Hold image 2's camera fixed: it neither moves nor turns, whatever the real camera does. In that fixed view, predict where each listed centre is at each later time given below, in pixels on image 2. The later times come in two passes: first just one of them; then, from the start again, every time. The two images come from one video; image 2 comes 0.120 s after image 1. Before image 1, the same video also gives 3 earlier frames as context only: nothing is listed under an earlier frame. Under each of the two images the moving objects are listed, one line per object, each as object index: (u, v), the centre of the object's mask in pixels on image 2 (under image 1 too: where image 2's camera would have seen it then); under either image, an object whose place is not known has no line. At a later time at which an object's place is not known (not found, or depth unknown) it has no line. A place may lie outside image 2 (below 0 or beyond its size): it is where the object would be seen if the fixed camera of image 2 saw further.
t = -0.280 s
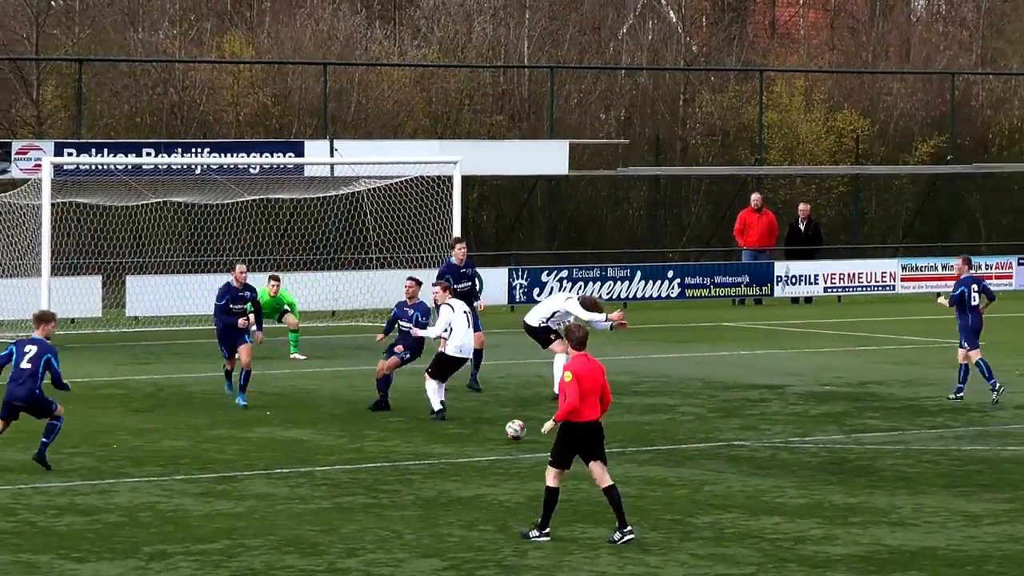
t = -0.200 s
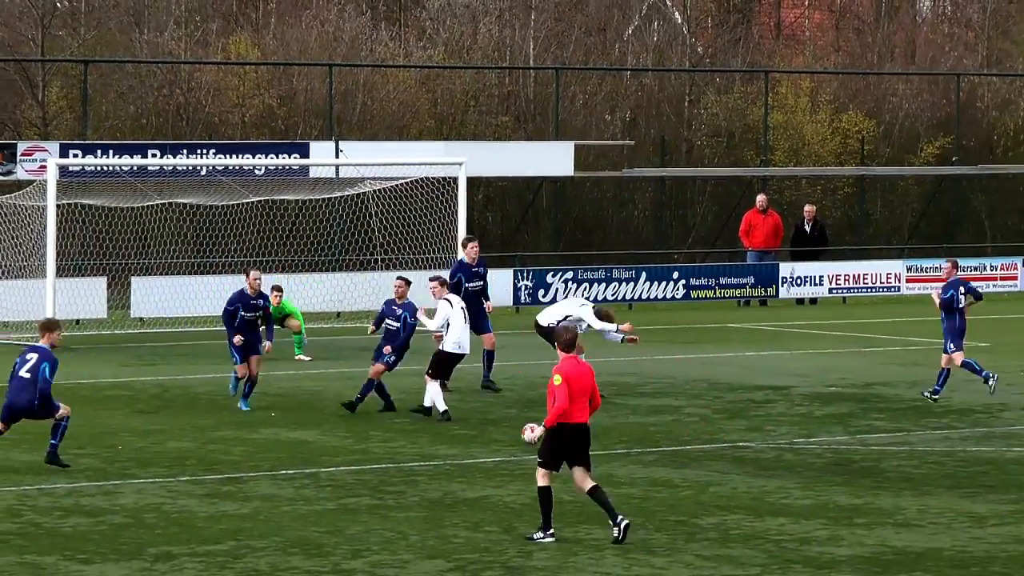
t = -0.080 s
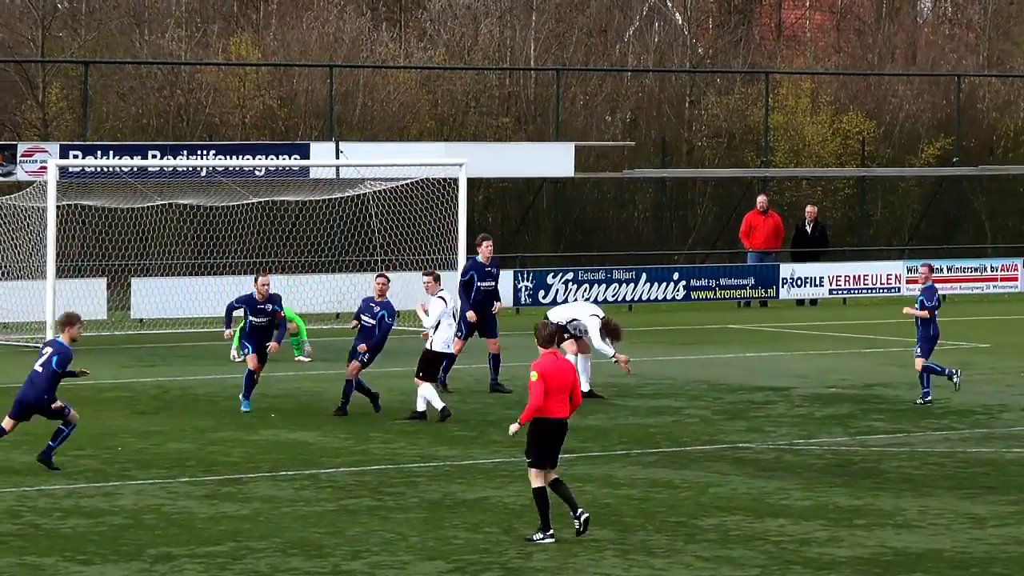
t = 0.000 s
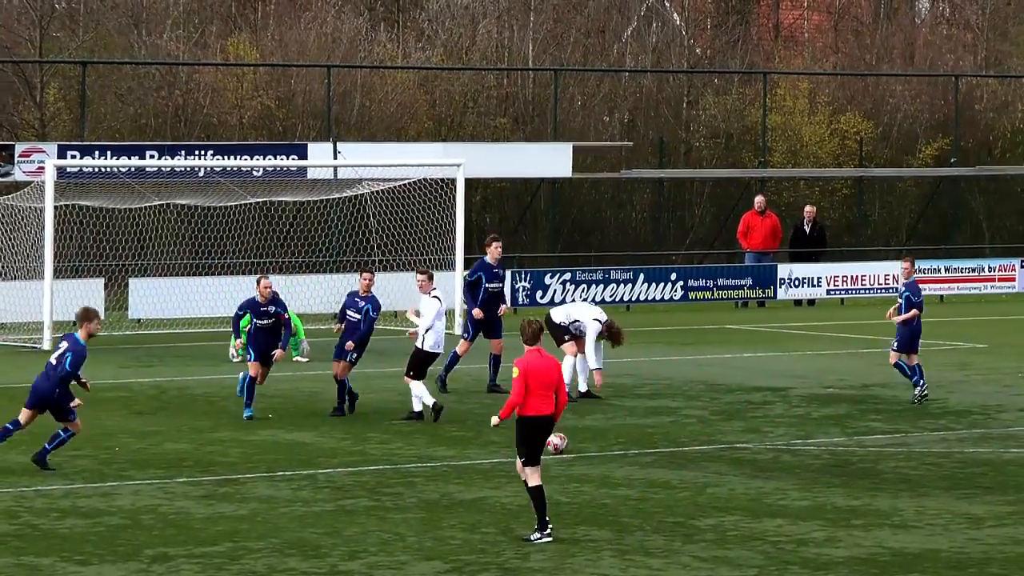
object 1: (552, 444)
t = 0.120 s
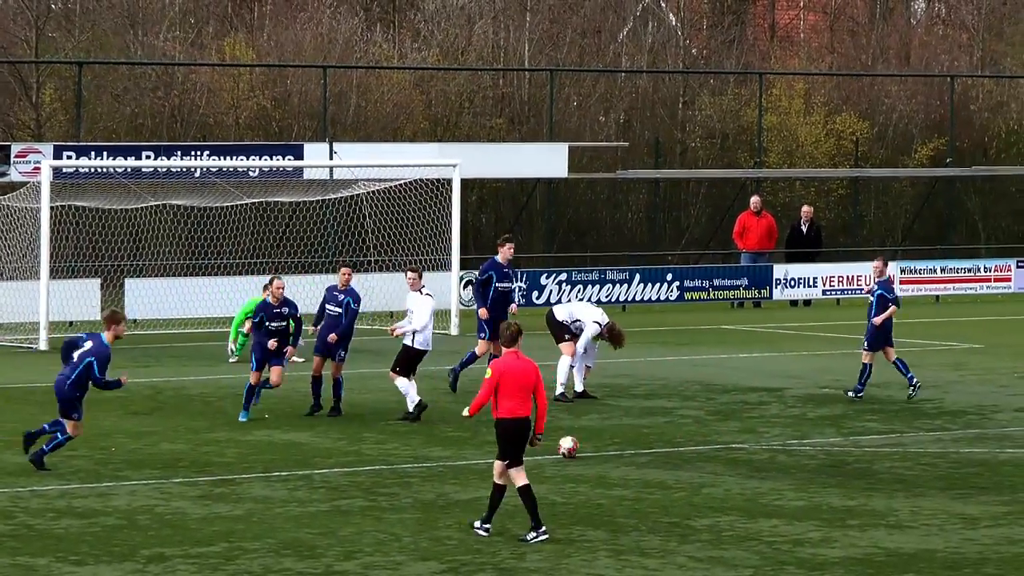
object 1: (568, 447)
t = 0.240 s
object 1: (584, 451)
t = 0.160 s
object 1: (573, 448)
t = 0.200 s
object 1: (579, 449)
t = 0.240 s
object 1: (584, 451)
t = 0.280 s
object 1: (590, 452)
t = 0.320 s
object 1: (595, 453)
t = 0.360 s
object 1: (600, 454)
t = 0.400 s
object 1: (606, 456)
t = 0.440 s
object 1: (611, 457)
